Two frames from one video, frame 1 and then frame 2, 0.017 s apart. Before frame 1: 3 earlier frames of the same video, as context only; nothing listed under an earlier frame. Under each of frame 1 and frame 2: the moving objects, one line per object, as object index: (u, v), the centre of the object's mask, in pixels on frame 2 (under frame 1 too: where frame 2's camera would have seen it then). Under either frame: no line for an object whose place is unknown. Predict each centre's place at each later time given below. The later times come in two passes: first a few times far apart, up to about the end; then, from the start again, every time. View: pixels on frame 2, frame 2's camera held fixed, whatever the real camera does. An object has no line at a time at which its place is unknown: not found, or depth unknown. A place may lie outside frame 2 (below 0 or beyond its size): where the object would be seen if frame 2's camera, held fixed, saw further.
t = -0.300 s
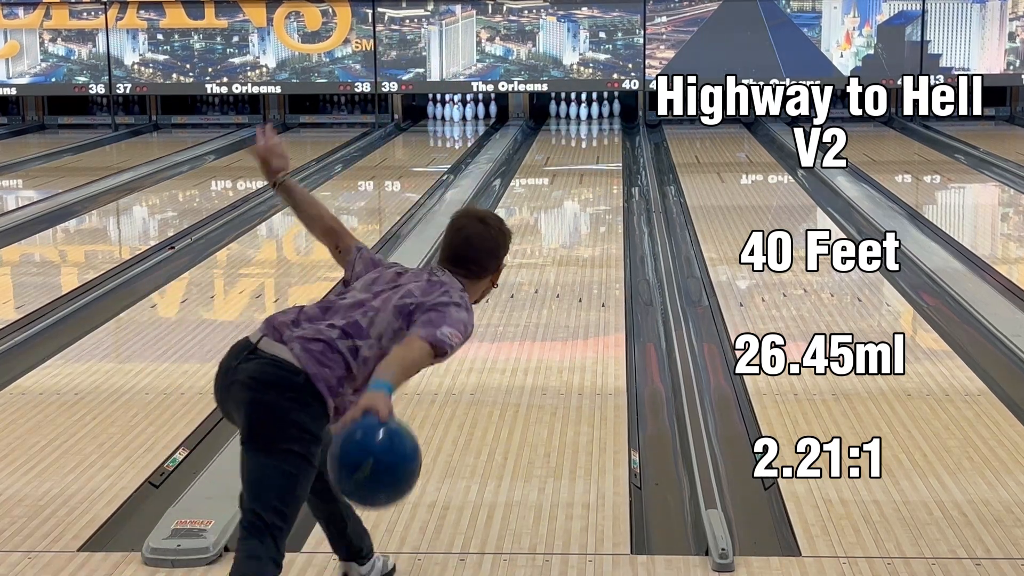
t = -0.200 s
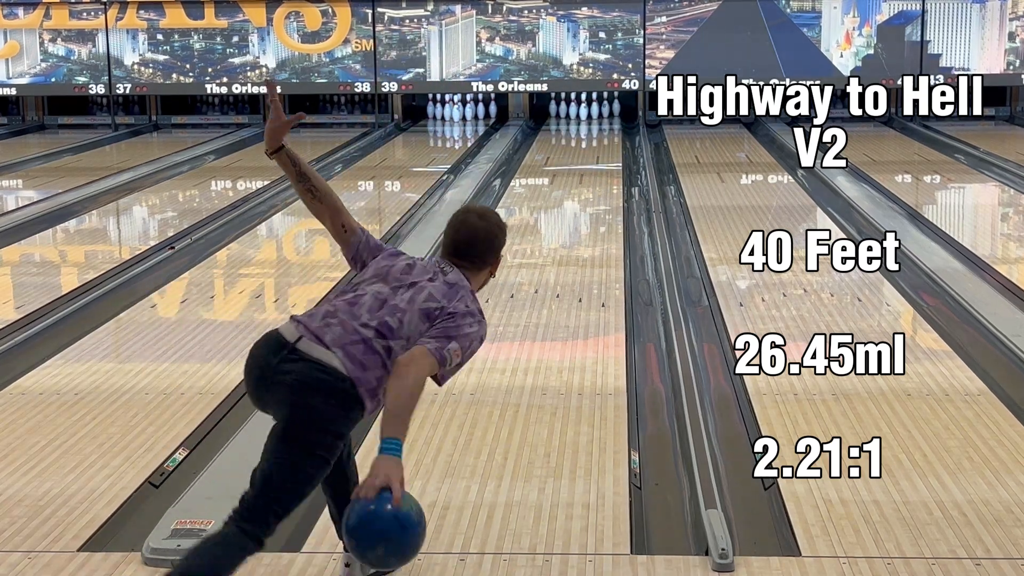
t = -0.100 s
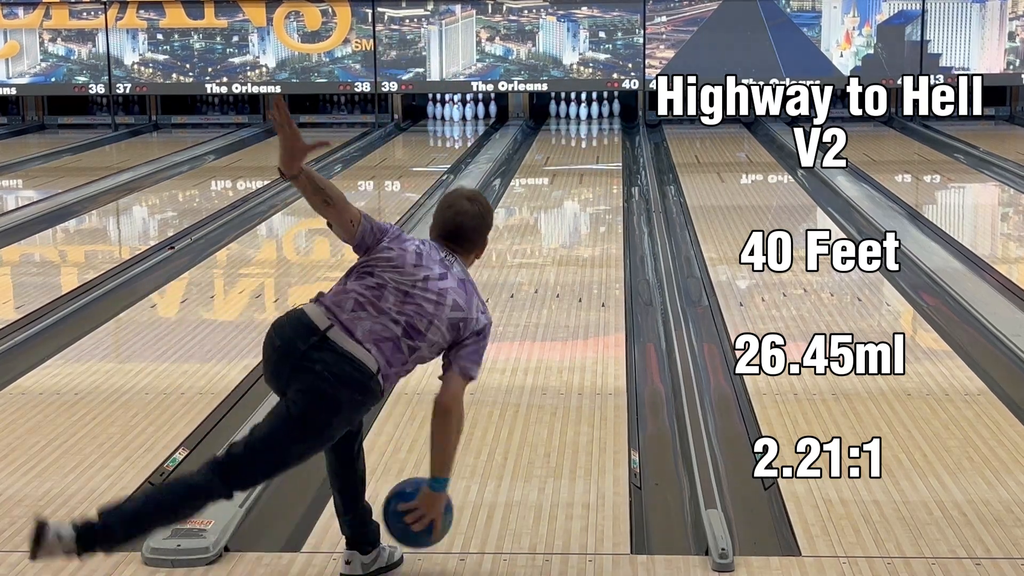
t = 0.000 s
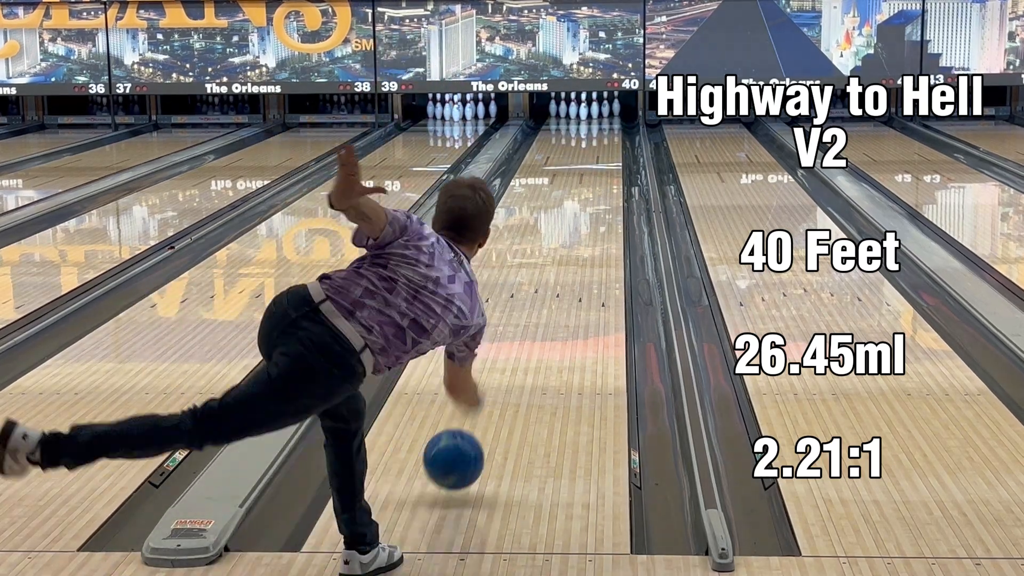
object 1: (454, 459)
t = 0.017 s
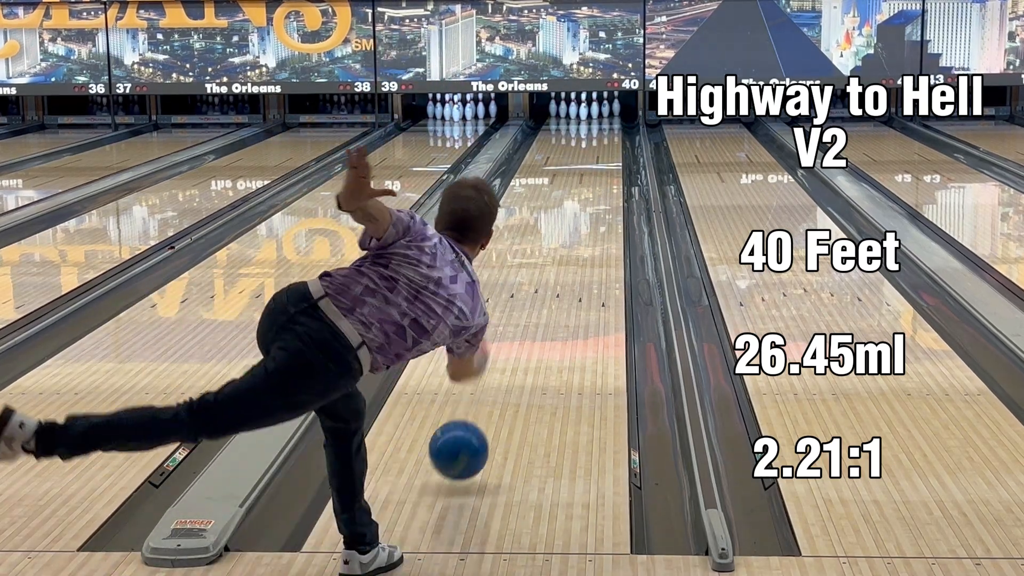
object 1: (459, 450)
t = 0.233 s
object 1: (509, 364)
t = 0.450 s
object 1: (542, 301)
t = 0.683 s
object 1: (564, 252)
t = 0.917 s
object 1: (580, 217)
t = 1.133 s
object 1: (591, 191)
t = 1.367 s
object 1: (599, 170)
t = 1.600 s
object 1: (605, 154)
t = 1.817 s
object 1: (607, 141)
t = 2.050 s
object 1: (606, 129)
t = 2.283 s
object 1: (600, 121)
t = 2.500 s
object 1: (591, 114)
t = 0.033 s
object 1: (464, 441)
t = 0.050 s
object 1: (468, 435)
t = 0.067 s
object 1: (473, 428)
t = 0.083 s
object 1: (477, 423)
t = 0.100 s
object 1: (482, 419)
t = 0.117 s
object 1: (485, 411)
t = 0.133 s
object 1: (489, 404)
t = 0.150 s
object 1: (493, 397)
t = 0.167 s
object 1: (496, 390)
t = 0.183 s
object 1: (500, 383)
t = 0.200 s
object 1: (503, 376)
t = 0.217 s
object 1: (506, 370)
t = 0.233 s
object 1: (509, 364)
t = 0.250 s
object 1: (512, 358)
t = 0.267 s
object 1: (515, 352)
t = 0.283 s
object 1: (518, 347)
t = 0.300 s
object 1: (520, 341)
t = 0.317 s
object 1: (523, 336)
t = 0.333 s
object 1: (525, 331)
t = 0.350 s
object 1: (528, 326)
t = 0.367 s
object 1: (530, 321)
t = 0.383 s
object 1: (532, 317)
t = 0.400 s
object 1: (535, 312)
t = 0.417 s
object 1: (537, 308)
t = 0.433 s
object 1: (539, 303)
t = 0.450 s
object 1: (542, 301)
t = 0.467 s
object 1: (548, 299)
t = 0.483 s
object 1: (551, 289)
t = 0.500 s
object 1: (547, 288)
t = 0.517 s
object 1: (548, 284)
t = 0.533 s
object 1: (550, 281)
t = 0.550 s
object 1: (552, 277)
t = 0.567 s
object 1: (554, 274)
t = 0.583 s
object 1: (555, 270)
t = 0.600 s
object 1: (557, 267)
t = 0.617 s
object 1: (558, 264)
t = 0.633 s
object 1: (560, 261)
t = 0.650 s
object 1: (561, 258)
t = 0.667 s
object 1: (562, 255)
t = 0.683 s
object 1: (564, 252)
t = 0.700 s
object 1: (565, 249)
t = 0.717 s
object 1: (567, 246)
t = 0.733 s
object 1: (568, 243)
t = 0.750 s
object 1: (569, 241)
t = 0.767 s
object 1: (570, 238)
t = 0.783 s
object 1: (572, 235)
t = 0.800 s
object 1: (573, 233)
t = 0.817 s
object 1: (574, 230)
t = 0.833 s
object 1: (575, 228)
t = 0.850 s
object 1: (576, 226)
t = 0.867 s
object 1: (577, 223)
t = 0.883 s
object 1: (578, 221)
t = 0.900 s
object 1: (579, 219)
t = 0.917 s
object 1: (580, 217)
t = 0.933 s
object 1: (581, 215)
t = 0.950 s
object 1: (582, 212)
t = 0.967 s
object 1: (583, 210)
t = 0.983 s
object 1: (584, 208)
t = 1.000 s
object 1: (584, 206)
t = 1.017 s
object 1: (585, 204)
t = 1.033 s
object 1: (586, 202)
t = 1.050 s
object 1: (587, 201)
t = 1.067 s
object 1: (588, 198)
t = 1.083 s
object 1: (589, 197)
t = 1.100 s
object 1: (589, 195)
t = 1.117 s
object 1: (590, 193)
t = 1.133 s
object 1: (591, 191)
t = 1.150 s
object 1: (592, 190)
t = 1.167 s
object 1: (592, 188)
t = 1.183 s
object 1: (593, 186)
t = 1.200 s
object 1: (593, 185)
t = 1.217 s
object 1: (594, 183)
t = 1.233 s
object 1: (595, 182)
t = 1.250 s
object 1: (596, 180)
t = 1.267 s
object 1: (596, 179)
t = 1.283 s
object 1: (597, 177)
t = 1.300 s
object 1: (597, 176)
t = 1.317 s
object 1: (598, 174)
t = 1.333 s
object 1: (598, 173)
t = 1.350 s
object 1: (599, 171)
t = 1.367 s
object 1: (599, 170)
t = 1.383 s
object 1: (600, 169)
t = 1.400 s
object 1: (600, 167)
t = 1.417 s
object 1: (601, 166)
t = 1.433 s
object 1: (601, 165)
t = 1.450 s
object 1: (602, 164)
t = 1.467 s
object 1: (602, 163)
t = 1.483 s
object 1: (602, 161)
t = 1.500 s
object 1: (603, 160)
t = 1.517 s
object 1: (603, 159)
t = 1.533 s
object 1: (604, 158)
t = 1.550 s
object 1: (604, 157)
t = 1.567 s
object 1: (605, 156)
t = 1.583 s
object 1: (605, 155)
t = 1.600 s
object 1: (605, 154)
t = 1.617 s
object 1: (605, 153)
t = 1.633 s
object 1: (606, 152)
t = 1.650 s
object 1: (606, 151)
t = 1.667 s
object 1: (607, 149)
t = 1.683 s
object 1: (606, 149)
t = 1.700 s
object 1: (607, 147)
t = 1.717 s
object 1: (607, 147)
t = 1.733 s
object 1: (607, 146)
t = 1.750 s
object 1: (607, 145)
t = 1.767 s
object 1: (607, 144)
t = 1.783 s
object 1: (607, 143)
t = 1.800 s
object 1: (608, 142)
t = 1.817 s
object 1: (607, 141)
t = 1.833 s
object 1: (608, 140)
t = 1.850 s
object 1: (607, 140)
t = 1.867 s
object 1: (607, 138)
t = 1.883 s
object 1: (607, 138)
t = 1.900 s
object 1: (607, 136)
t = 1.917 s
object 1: (607, 136)
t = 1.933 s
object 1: (607, 135)
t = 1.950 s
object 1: (607, 134)
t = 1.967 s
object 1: (607, 134)
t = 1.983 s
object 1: (607, 133)
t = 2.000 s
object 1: (607, 132)
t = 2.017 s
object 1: (606, 132)
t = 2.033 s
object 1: (606, 130)
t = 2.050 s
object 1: (606, 129)
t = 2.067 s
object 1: (606, 129)
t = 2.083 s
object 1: (605, 128)
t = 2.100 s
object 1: (605, 128)
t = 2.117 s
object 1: (605, 127)
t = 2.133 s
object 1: (604, 126)
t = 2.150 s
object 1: (604, 126)
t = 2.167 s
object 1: (603, 125)
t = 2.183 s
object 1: (603, 124)
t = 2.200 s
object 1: (602, 124)
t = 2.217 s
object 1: (602, 123)
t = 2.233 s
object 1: (601, 123)
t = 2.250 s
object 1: (601, 122)
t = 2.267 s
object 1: (600, 121)
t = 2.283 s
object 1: (600, 121)
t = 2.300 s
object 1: (599, 120)
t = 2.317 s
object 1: (599, 119)
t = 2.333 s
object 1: (598, 119)
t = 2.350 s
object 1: (598, 118)
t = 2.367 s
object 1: (597, 118)
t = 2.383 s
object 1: (596, 118)
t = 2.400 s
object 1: (595, 117)
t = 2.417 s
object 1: (595, 117)
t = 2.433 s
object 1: (595, 116)
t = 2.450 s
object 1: (594, 116)
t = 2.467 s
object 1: (594, 115)
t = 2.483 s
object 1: (592, 114)
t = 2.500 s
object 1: (591, 114)
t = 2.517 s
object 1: (591, 113)
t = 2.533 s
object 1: (592, 113)
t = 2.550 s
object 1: (592, 113)
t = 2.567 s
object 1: (592, 112)
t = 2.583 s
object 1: (592, 112)
